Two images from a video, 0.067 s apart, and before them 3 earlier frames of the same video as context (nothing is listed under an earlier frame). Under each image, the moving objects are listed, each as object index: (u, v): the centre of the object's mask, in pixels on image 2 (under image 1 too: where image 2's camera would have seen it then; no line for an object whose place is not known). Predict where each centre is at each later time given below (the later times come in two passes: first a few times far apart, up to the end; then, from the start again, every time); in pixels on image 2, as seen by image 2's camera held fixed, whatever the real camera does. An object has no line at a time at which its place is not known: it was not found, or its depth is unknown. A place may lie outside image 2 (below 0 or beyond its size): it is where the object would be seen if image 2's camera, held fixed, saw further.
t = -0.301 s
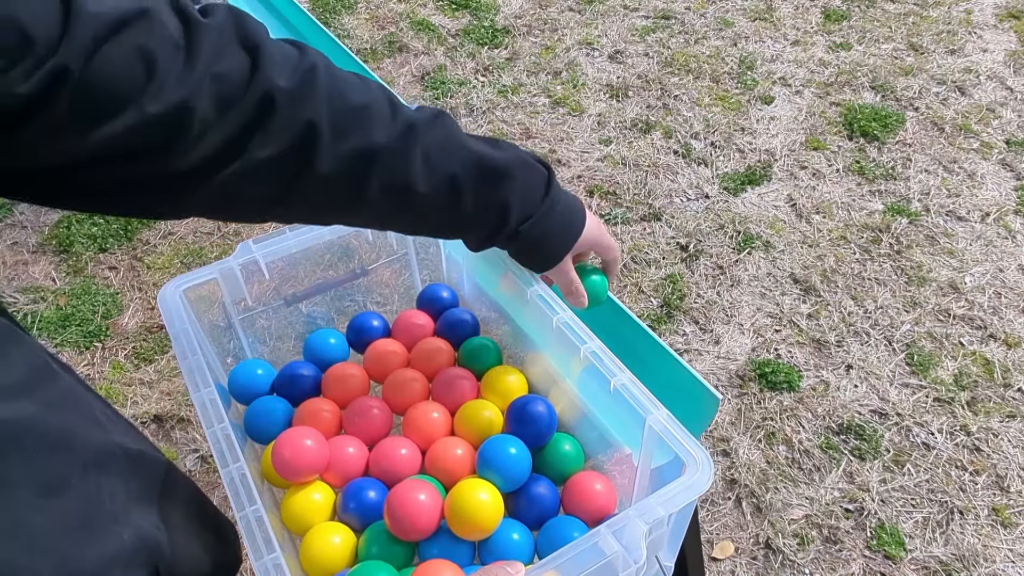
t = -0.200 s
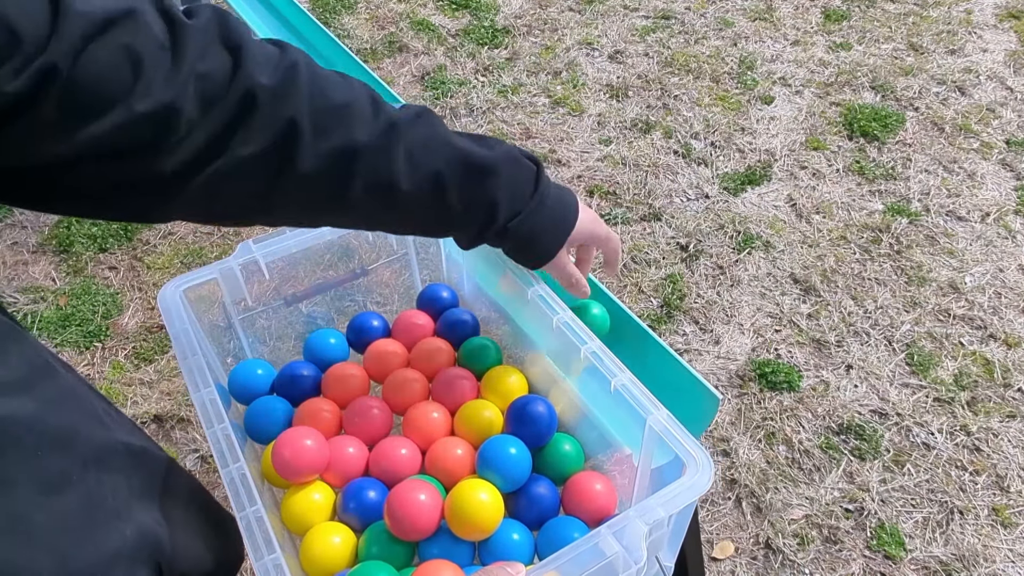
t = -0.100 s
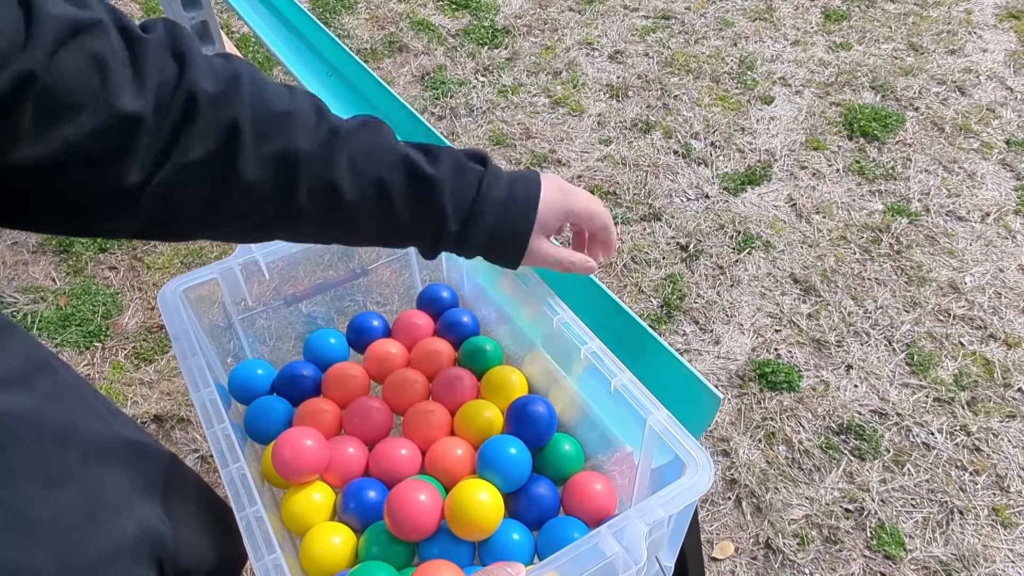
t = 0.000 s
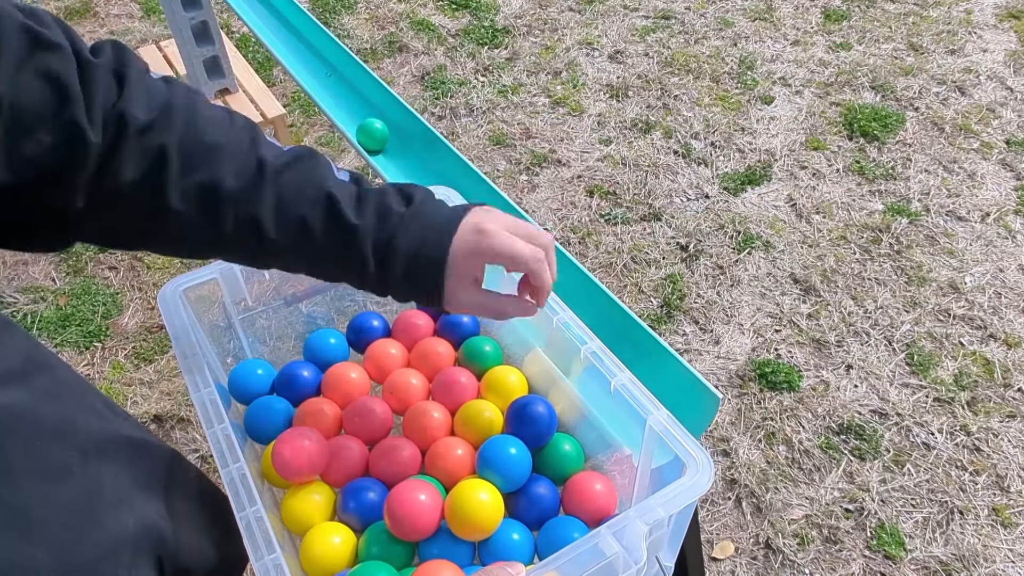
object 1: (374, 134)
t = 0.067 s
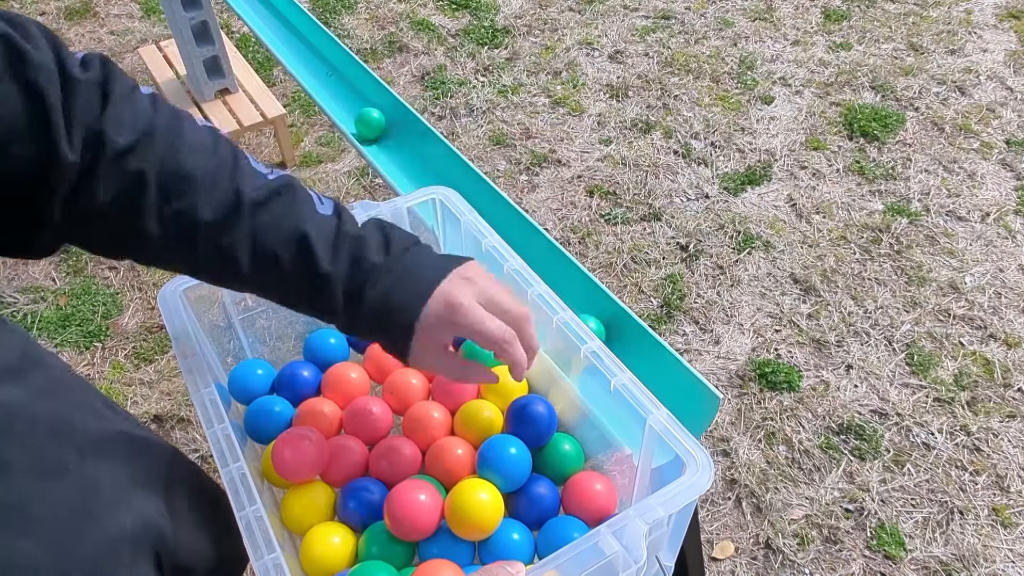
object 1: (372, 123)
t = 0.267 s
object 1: (341, 96)
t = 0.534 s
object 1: (315, 59)
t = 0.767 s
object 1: (277, 33)
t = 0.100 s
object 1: (370, 117)
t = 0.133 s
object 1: (368, 111)
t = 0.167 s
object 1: (363, 106)
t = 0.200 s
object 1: (356, 102)
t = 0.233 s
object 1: (349, 100)
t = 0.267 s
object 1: (341, 96)
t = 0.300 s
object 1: (334, 92)
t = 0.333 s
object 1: (328, 87)
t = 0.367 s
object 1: (324, 83)
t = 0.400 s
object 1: (321, 78)
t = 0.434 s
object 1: (320, 74)
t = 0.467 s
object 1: (319, 69)
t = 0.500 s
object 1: (317, 63)
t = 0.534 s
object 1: (315, 59)
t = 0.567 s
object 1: (310, 54)
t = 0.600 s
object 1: (304, 51)
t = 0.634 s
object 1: (297, 48)
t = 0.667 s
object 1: (291, 44)
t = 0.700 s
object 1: (285, 40)
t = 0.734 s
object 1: (281, 36)
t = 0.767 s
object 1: (277, 33)
